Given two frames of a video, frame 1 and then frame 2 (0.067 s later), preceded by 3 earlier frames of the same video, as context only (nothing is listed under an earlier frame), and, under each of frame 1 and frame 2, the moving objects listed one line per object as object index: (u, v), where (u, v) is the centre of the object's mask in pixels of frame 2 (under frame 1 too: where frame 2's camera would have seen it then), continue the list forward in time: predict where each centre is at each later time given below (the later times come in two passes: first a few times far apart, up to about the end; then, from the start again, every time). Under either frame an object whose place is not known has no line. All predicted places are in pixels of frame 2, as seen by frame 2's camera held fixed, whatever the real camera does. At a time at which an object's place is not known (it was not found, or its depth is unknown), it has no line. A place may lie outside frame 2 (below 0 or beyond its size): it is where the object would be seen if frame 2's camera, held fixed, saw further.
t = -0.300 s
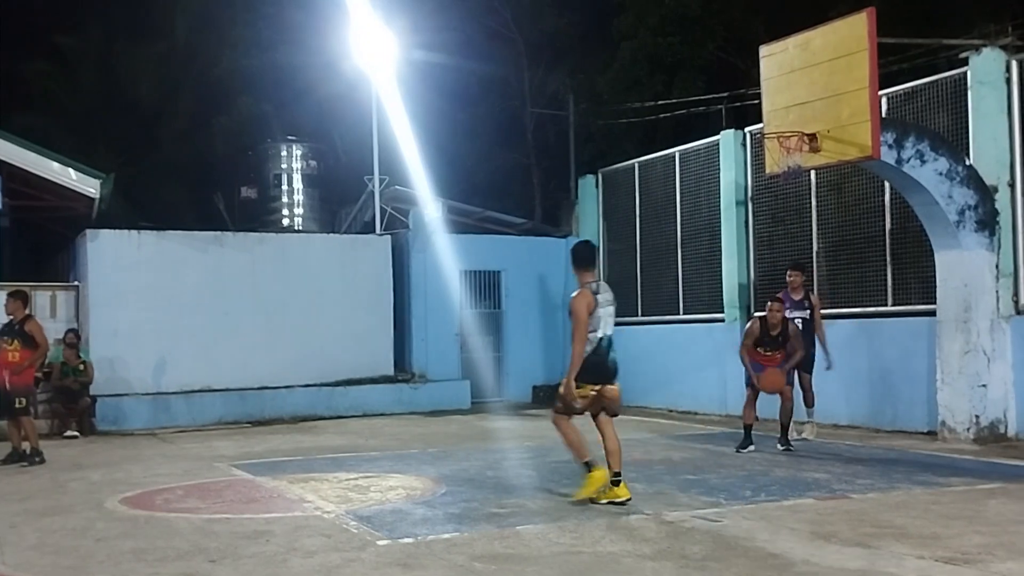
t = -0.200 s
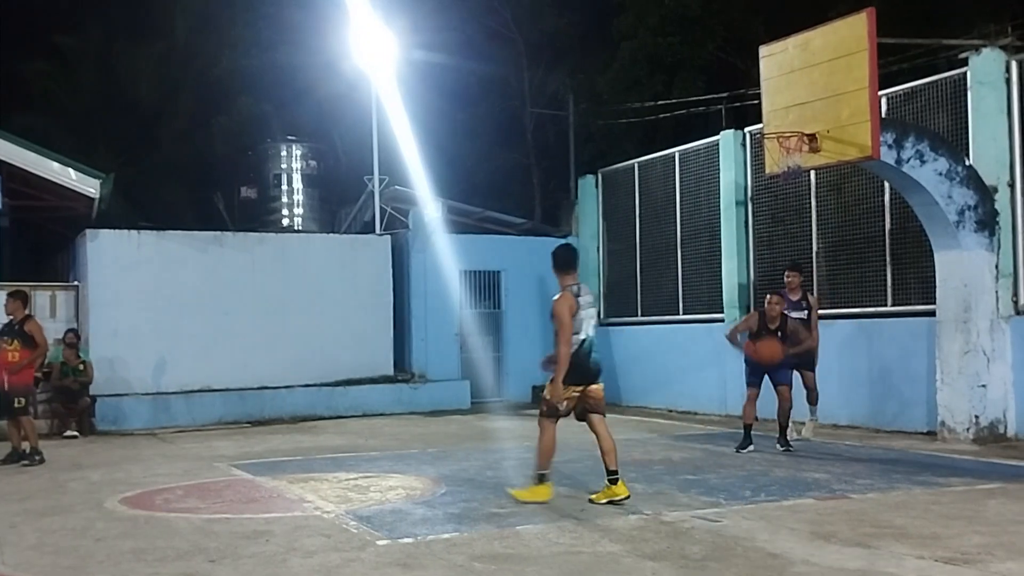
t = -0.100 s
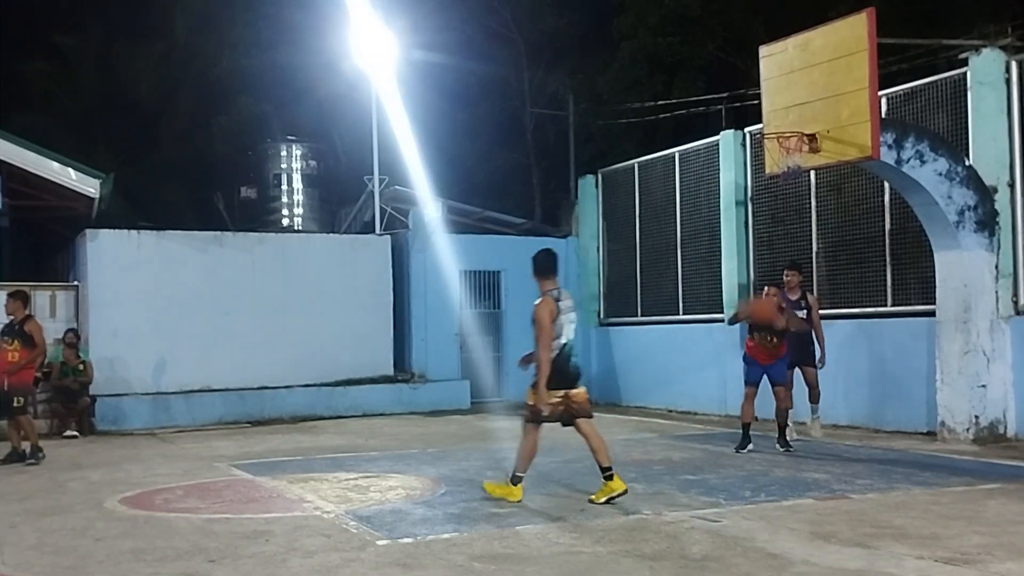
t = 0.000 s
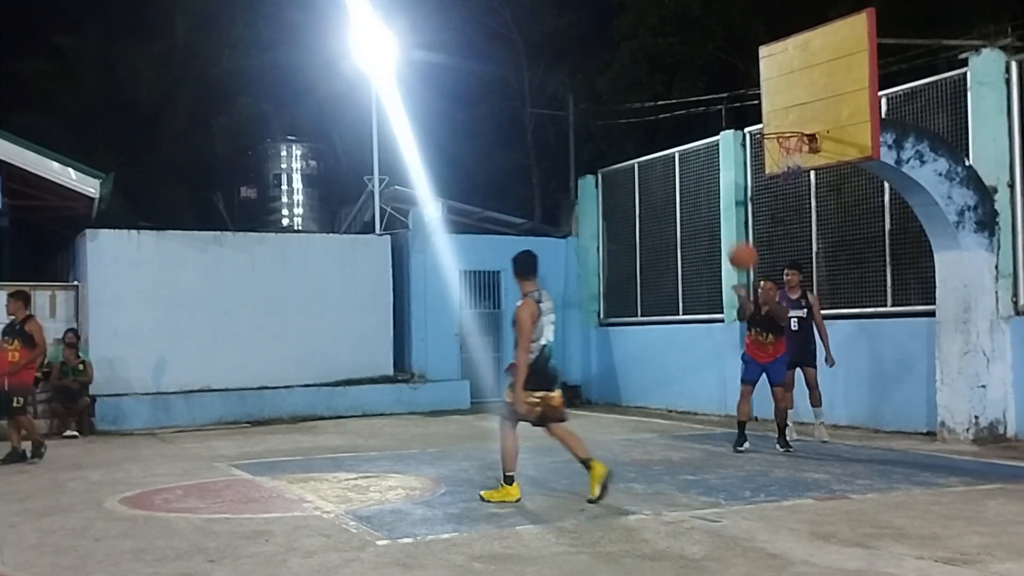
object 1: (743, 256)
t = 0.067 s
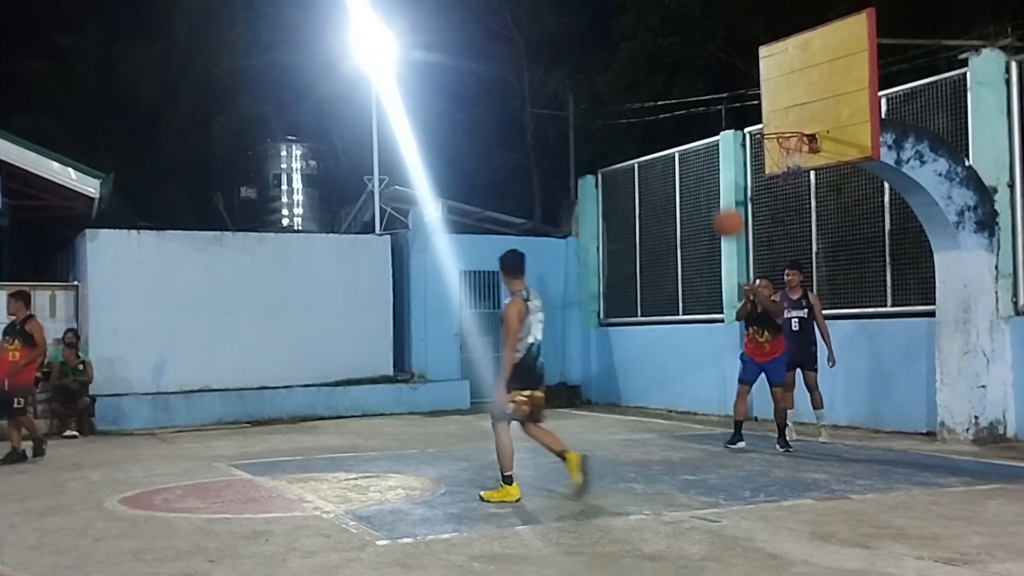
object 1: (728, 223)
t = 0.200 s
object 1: (698, 165)
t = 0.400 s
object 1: (637, 109)
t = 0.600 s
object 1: (551, 109)
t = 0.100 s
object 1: (720, 207)
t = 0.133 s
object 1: (713, 191)
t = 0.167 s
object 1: (705, 178)
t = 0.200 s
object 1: (698, 165)
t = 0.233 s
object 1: (689, 152)
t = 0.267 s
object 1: (678, 140)
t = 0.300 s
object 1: (669, 130)
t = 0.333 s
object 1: (660, 123)
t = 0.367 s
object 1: (649, 115)
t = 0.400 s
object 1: (637, 109)
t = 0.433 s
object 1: (625, 104)
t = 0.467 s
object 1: (612, 101)
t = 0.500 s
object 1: (599, 100)
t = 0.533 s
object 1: (584, 101)
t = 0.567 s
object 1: (568, 104)
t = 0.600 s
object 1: (551, 109)
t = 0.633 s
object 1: (532, 117)
